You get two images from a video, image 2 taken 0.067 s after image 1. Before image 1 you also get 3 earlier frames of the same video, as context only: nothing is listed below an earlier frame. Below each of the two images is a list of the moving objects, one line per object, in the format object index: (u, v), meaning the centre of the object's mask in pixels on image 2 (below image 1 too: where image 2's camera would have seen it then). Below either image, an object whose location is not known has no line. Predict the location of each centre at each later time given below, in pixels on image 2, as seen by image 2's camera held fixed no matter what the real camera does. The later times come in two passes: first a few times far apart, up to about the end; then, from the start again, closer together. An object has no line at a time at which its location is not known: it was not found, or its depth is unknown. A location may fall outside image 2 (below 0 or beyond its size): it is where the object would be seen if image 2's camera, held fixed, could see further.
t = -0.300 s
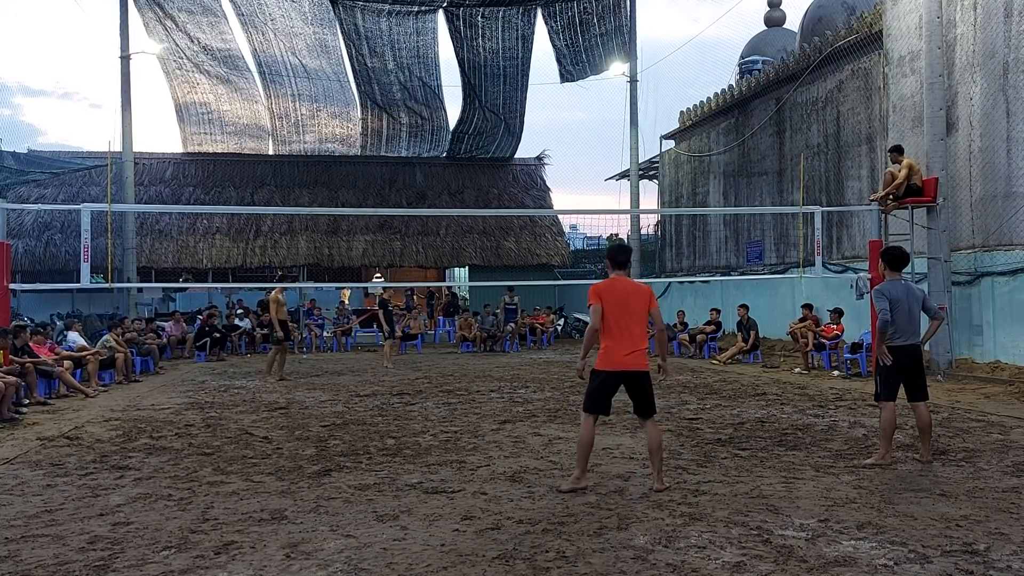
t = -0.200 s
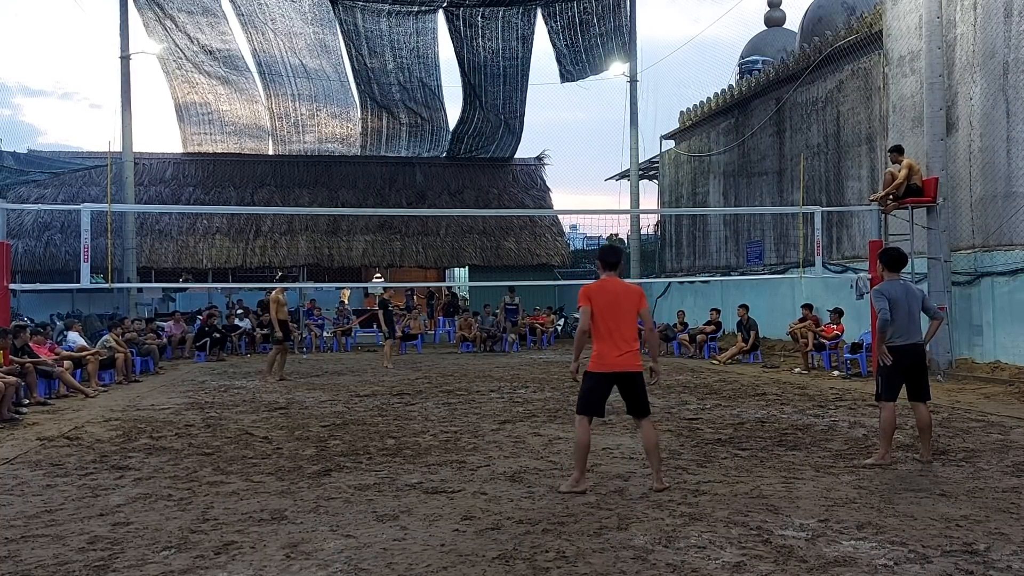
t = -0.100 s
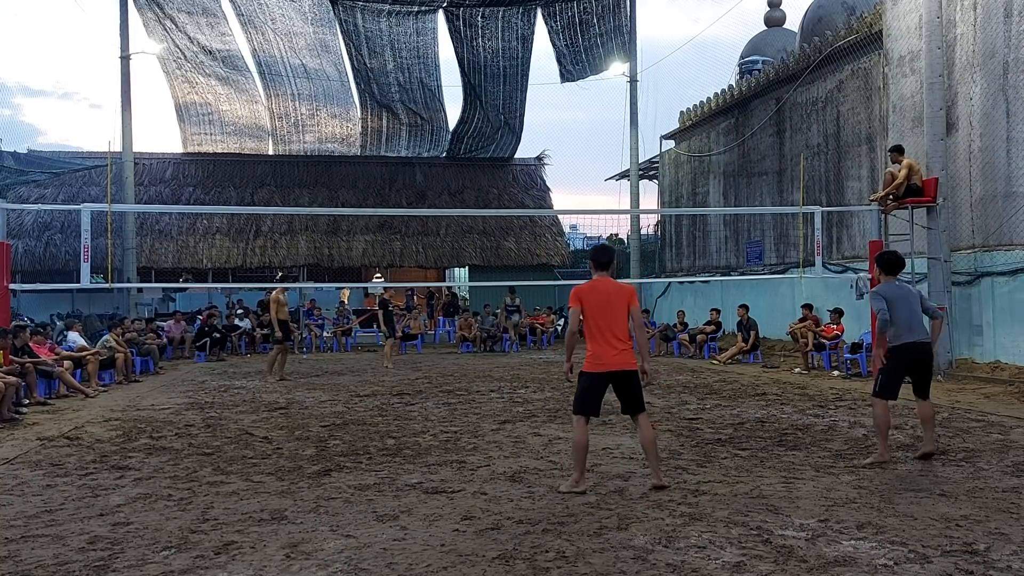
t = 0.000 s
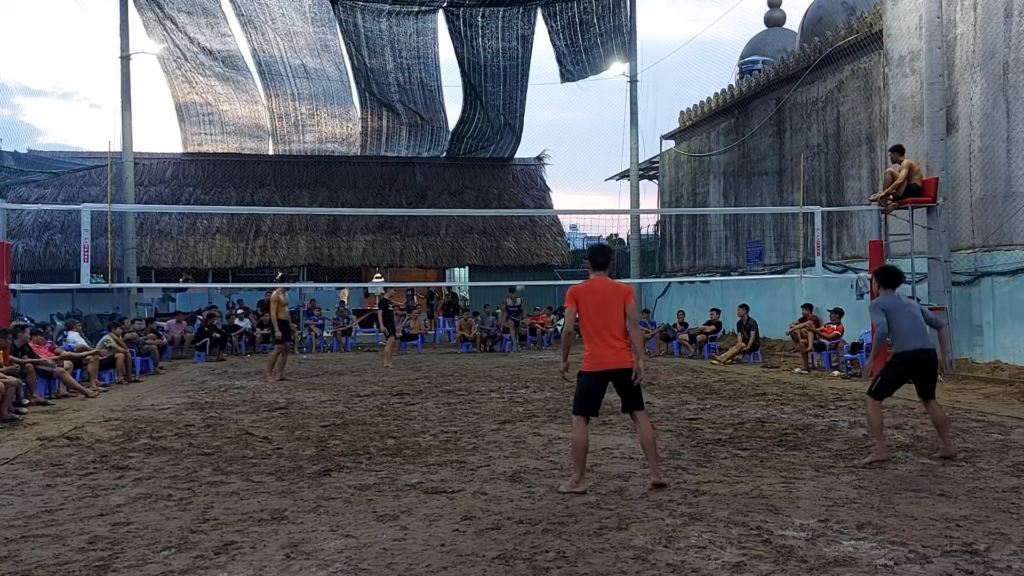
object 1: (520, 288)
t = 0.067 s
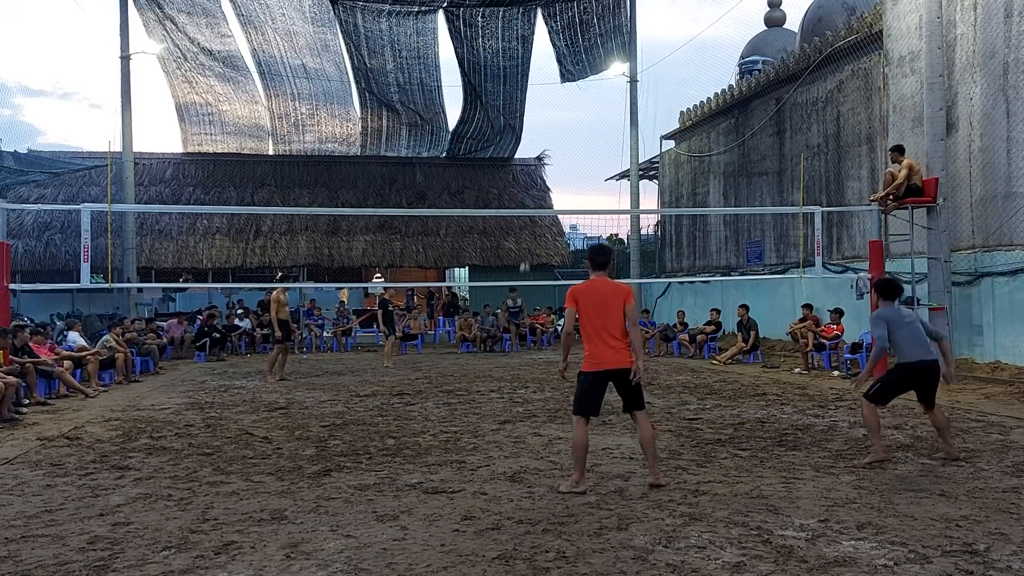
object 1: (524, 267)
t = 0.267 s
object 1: (542, 207)
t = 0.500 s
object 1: (568, 160)
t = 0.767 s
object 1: (615, 123)
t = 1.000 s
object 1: (681, 127)
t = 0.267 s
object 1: (542, 207)
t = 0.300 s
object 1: (545, 202)
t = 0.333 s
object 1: (548, 195)
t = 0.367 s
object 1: (551, 188)
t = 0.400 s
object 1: (555, 180)
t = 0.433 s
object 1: (559, 173)
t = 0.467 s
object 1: (564, 166)
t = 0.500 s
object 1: (568, 160)
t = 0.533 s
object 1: (573, 153)
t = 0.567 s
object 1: (578, 147)
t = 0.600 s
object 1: (583, 142)
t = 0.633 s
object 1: (589, 137)
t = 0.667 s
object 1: (595, 133)
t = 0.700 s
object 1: (601, 129)
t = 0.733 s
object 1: (608, 125)
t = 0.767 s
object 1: (615, 123)
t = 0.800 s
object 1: (622, 121)
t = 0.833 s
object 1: (631, 120)
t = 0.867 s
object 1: (639, 119)
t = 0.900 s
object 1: (648, 119)
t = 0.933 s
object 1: (657, 121)
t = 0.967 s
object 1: (668, 123)
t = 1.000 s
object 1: (681, 127)
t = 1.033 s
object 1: (691, 131)
